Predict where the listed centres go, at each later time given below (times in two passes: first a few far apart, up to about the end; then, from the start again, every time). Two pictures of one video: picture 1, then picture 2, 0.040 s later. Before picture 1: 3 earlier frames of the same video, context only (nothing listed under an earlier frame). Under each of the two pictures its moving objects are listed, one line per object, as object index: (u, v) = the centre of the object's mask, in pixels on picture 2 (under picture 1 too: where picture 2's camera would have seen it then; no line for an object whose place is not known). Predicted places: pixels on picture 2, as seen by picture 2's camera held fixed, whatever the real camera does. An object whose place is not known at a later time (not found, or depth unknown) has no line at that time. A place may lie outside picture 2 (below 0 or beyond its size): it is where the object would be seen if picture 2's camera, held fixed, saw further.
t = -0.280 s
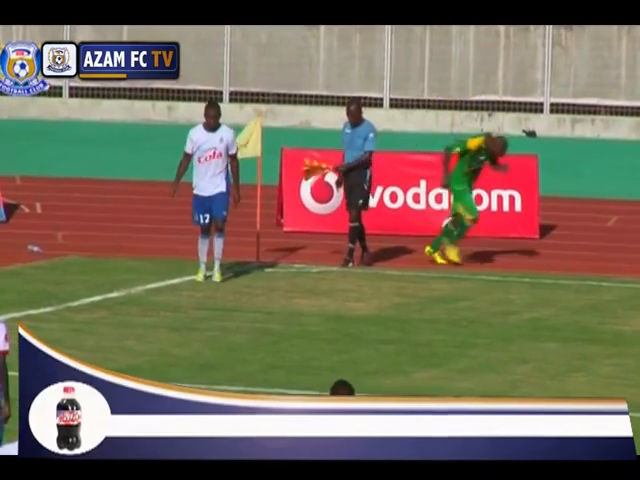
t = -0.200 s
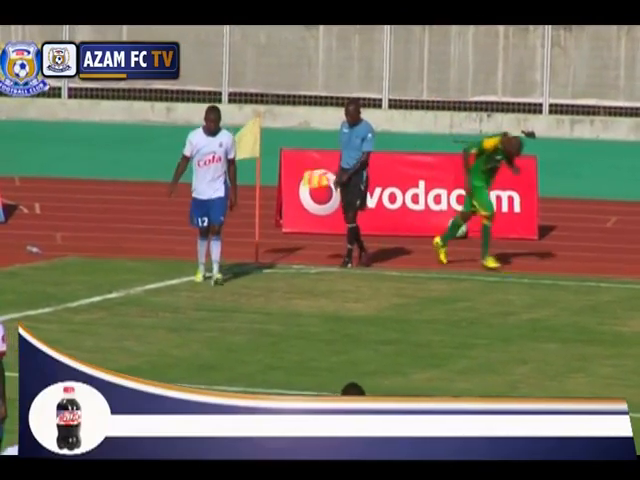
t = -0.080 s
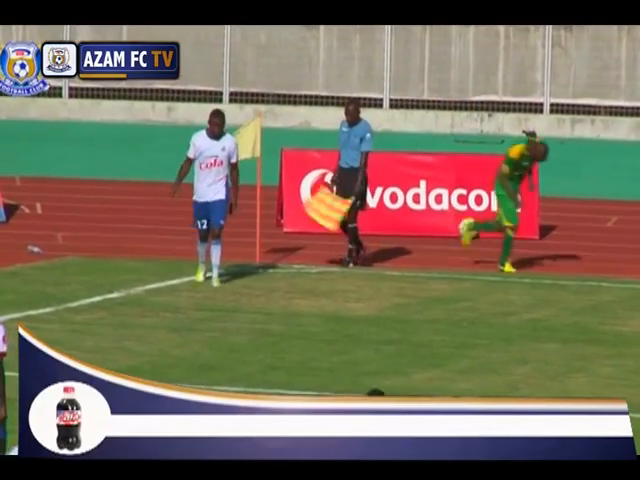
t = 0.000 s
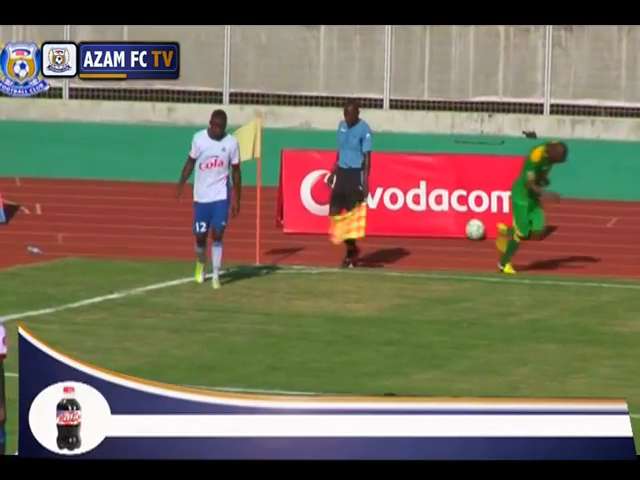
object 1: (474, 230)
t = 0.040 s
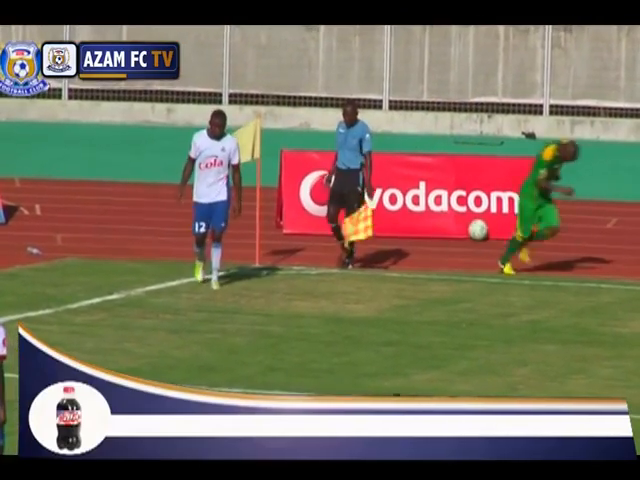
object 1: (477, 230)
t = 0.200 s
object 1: (491, 231)
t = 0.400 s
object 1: (508, 232)
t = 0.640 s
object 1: (528, 232)
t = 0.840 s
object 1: (543, 232)
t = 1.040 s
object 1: (558, 232)
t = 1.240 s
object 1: (573, 233)
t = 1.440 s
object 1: (588, 233)
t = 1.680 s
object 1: (604, 234)
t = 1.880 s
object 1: (617, 234)
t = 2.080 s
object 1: (630, 235)
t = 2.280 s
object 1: (643, 235)
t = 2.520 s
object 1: (655, 236)
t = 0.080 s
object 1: (481, 231)
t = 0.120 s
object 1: (484, 230)
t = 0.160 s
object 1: (488, 231)
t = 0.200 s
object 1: (491, 231)
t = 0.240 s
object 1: (495, 231)
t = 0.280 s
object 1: (498, 231)
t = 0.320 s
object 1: (501, 231)
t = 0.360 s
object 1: (505, 231)
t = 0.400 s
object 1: (508, 232)
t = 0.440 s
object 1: (511, 231)
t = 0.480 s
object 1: (515, 231)
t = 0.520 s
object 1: (518, 231)
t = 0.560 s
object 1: (521, 232)
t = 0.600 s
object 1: (525, 232)
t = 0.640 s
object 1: (528, 232)
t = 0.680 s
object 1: (531, 231)
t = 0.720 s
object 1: (534, 232)
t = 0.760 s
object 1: (537, 232)
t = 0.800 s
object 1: (540, 232)
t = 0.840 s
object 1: (543, 232)
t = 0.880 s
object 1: (546, 232)
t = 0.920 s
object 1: (549, 232)
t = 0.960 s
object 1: (552, 232)
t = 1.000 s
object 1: (555, 232)
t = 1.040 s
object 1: (558, 232)
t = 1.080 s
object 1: (561, 232)
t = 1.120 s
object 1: (564, 233)
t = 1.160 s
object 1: (567, 233)
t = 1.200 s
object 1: (570, 233)
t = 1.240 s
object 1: (573, 233)
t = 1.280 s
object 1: (576, 233)
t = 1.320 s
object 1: (579, 233)
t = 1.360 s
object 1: (582, 233)
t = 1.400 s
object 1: (585, 233)
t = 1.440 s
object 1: (588, 233)
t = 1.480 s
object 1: (590, 233)
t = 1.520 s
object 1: (593, 234)
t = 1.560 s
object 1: (596, 234)
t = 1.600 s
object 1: (599, 234)
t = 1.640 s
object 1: (601, 234)
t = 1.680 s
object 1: (604, 234)
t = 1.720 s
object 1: (606, 234)
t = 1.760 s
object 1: (609, 234)
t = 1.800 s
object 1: (612, 234)
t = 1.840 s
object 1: (614, 234)
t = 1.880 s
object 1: (617, 234)
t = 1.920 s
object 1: (619, 234)
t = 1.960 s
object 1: (622, 234)
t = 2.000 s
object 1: (625, 234)
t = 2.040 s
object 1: (627, 235)
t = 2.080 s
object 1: (630, 235)
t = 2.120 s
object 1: (633, 235)
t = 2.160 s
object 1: (635, 235)
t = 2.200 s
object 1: (638, 235)
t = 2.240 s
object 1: (640, 235)
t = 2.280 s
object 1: (643, 235)
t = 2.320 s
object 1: (645, 235)
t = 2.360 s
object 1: (648, 235)
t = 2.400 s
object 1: (650, 235)
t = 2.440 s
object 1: (652, 236)
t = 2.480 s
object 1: (653, 236)
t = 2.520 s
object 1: (655, 236)
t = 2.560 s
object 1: (656, 236)
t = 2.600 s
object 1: (657, 236)
